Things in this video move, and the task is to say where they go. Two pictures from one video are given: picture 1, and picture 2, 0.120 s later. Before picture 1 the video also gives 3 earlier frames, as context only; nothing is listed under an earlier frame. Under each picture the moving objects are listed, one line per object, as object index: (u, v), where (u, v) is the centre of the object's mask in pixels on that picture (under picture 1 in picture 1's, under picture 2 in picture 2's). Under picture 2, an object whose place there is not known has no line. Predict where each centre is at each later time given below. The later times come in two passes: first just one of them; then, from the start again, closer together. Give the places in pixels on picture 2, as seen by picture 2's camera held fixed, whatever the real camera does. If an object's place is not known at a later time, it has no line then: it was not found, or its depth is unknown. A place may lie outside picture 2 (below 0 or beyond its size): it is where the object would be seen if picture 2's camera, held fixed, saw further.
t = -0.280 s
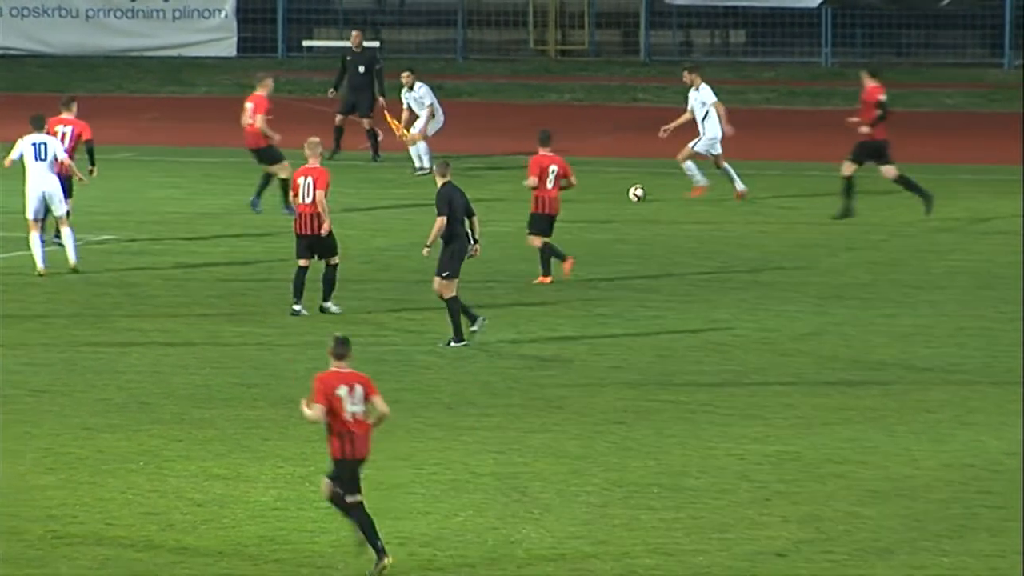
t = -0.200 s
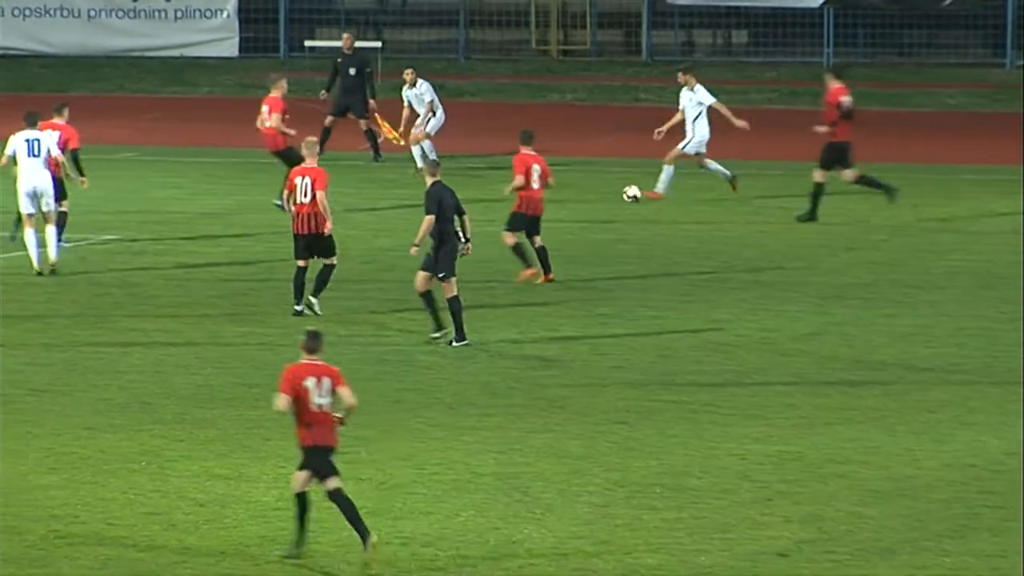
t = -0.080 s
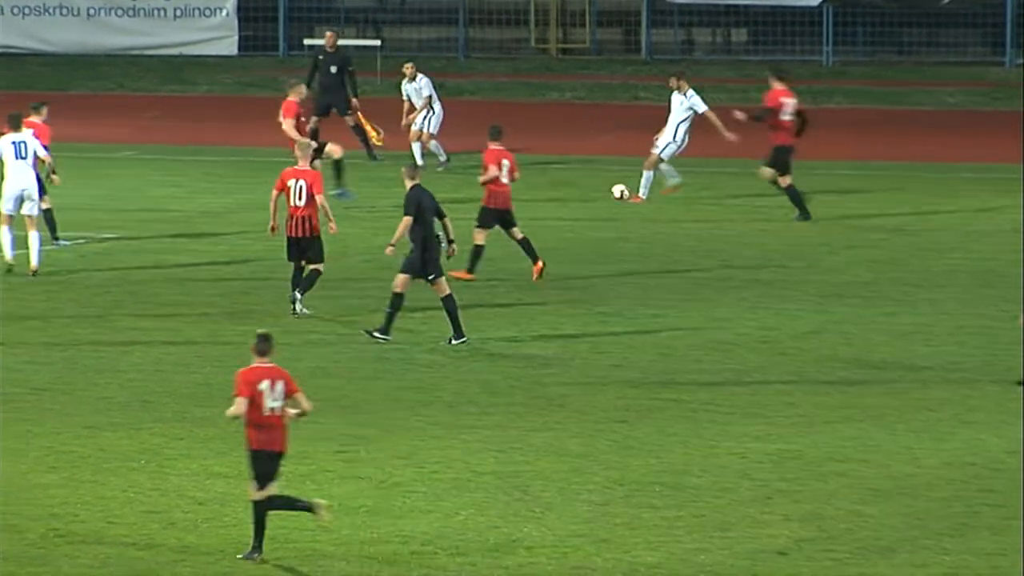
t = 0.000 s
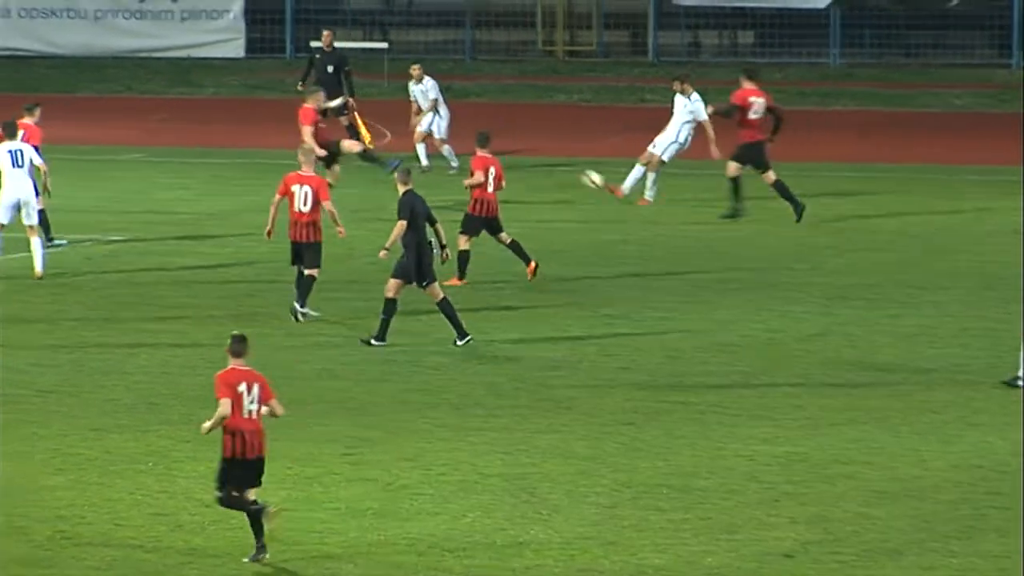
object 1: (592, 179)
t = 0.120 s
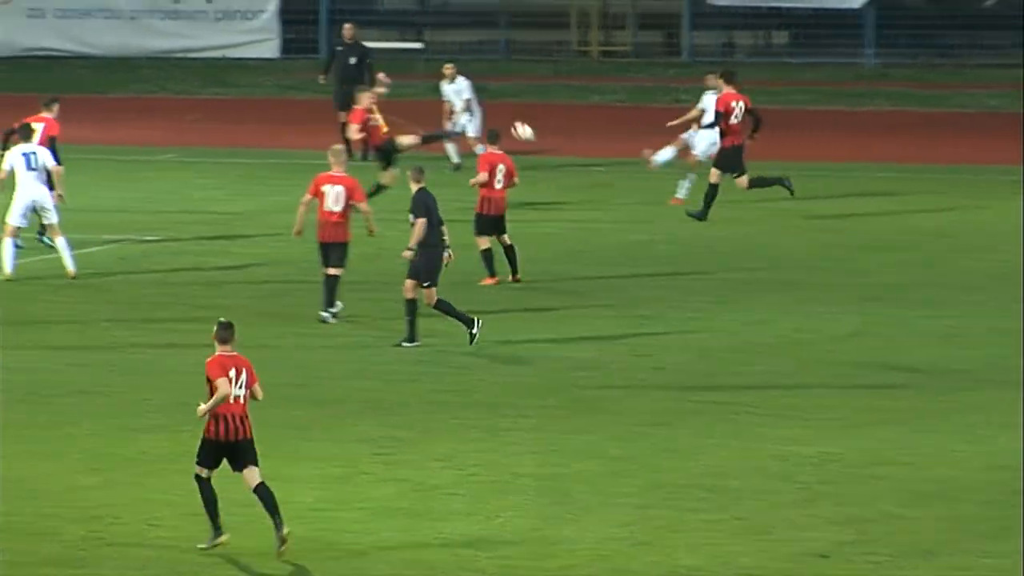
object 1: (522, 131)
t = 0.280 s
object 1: (390, 79)
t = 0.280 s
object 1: (390, 79)
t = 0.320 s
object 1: (357, 70)
